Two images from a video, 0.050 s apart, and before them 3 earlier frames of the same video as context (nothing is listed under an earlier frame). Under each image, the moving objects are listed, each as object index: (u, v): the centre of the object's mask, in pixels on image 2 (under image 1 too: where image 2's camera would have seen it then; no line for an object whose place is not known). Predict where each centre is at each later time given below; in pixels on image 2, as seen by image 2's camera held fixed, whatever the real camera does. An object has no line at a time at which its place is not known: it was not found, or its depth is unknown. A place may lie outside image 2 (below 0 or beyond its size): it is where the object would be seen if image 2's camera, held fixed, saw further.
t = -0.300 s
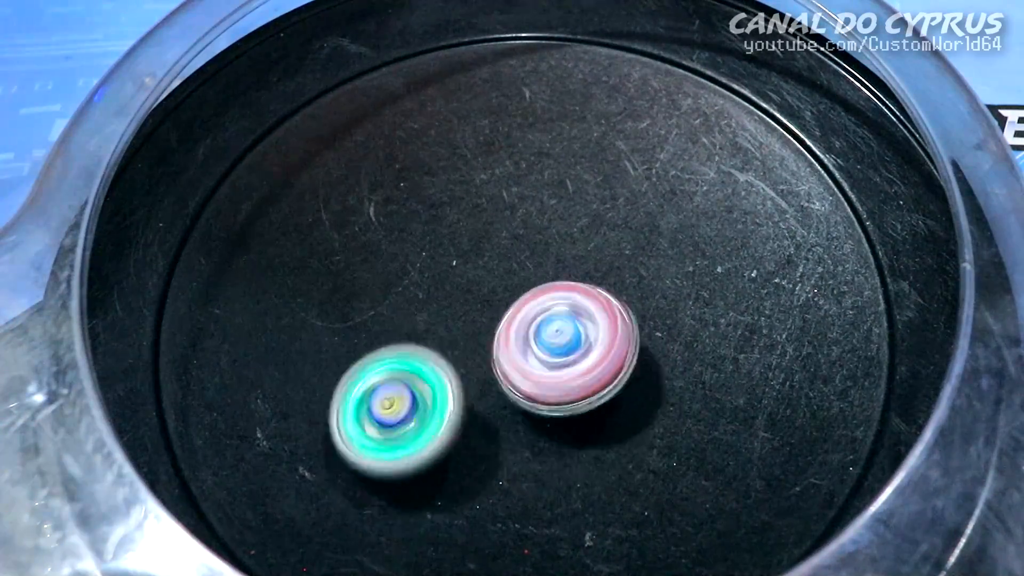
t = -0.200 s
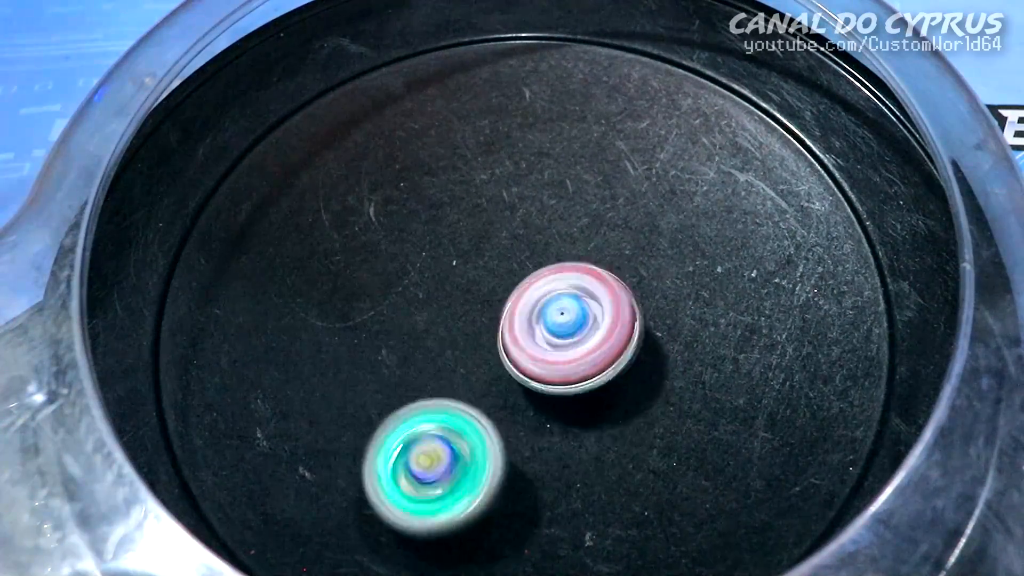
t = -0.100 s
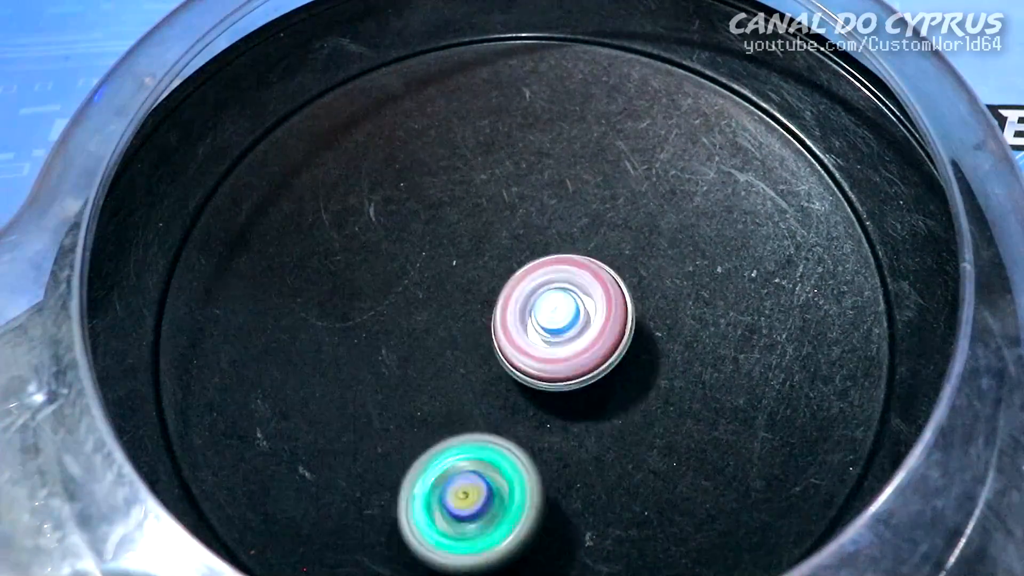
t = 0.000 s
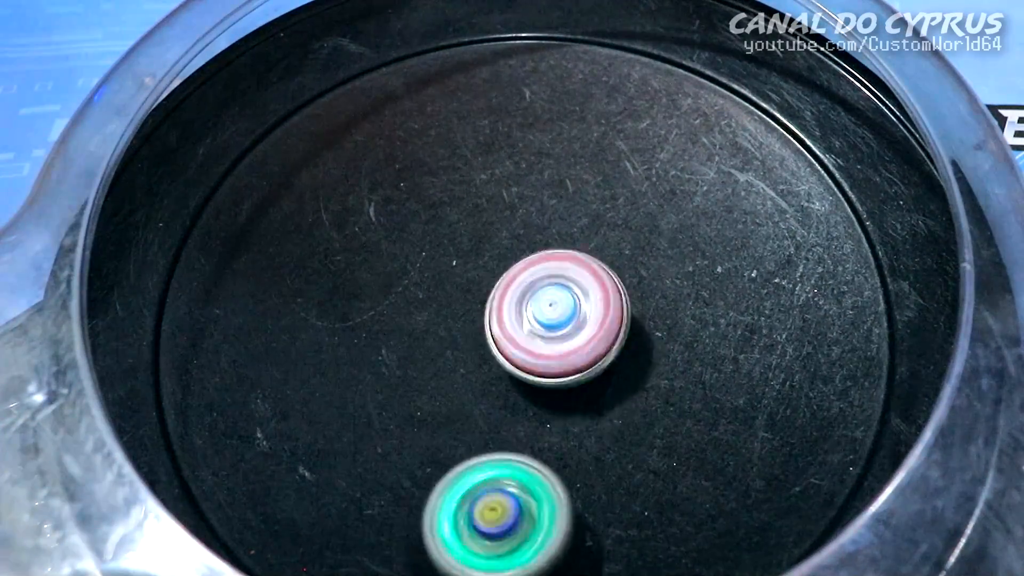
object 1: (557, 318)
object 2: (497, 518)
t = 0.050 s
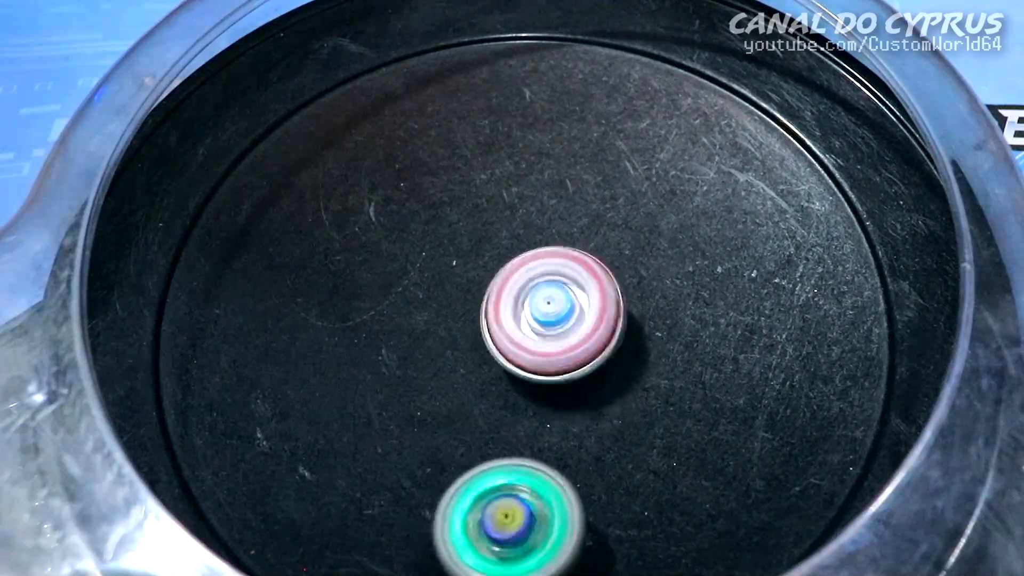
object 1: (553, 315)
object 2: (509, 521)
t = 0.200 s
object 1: (541, 307)
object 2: (528, 522)
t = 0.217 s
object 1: (538, 305)
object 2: (530, 522)
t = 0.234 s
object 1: (537, 305)
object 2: (532, 522)
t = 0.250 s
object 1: (536, 304)
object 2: (534, 521)
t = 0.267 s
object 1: (533, 304)
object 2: (536, 520)
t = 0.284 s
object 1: (532, 304)
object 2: (537, 520)
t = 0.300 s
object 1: (530, 302)
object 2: (539, 519)
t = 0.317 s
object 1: (528, 303)
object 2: (541, 518)
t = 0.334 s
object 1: (527, 303)
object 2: (543, 517)
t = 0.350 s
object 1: (524, 302)
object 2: (545, 516)
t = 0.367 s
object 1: (524, 303)
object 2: (546, 515)
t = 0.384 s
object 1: (522, 301)
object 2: (549, 513)
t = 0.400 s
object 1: (521, 302)
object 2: (550, 511)
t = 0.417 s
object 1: (520, 302)
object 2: (553, 509)
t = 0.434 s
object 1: (517, 301)
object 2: (555, 506)
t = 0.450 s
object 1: (517, 303)
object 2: (557, 503)
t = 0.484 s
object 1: (514, 302)
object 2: (562, 495)
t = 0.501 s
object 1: (514, 303)
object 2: (564, 490)
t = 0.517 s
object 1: (512, 302)
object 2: (567, 486)
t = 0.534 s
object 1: (511, 304)
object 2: (570, 480)
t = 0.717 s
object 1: (503, 310)
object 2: (601, 410)
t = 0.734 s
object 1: (501, 310)
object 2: (604, 403)
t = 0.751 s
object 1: (500, 312)
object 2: (606, 395)
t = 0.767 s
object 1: (499, 310)
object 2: (610, 388)
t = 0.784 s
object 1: (497, 309)
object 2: (615, 382)
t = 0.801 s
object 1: (495, 309)
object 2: (619, 376)
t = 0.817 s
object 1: (492, 306)
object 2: (621, 368)
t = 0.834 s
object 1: (491, 307)
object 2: (624, 361)
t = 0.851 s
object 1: (491, 307)
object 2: (627, 355)
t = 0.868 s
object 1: (490, 307)
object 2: (629, 348)
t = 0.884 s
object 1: (490, 309)
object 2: (632, 341)
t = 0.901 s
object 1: (489, 307)
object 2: (634, 335)
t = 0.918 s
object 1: (489, 309)
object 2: (636, 329)
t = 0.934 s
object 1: (490, 309)
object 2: (639, 324)
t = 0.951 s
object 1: (489, 308)
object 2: (640, 318)
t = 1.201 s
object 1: (493, 311)
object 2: (662, 254)
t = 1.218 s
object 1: (493, 312)
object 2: (663, 251)
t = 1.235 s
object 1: (495, 311)
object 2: (664, 249)
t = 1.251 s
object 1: (494, 310)
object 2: (663, 247)
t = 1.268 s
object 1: (495, 312)
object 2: (664, 245)
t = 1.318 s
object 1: (499, 313)
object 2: (664, 240)
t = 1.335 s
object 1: (498, 312)
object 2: (664, 239)
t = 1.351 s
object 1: (500, 314)
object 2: (664, 238)
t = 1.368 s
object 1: (502, 313)
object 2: (663, 237)
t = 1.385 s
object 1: (503, 313)
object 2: (663, 236)
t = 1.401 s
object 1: (506, 314)
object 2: (662, 236)
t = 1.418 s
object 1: (506, 313)
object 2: (661, 235)
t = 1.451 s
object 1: (511, 313)
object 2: (660, 234)
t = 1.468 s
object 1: (511, 313)
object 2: (659, 233)
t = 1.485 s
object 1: (514, 314)
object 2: (659, 232)
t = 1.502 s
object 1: (515, 312)
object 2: (658, 232)
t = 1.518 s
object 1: (516, 312)
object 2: (657, 232)
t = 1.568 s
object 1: (521, 311)
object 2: (653, 231)
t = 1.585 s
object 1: (522, 310)
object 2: (652, 232)
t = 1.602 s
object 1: (522, 310)
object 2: (650, 231)
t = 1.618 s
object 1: (525, 310)
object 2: (649, 231)
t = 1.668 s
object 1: (528, 308)
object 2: (644, 232)
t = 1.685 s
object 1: (528, 307)
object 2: (642, 232)
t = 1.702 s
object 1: (529, 307)
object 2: (640, 232)
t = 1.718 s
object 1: (524, 308)
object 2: (645, 229)
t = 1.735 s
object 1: (521, 311)
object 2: (649, 228)
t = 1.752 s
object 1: (520, 312)
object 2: (650, 228)
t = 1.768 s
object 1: (516, 313)
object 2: (648, 229)
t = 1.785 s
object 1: (516, 314)
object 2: (646, 228)
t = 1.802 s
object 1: (515, 313)
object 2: (645, 228)
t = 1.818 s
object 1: (514, 315)
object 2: (643, 227)
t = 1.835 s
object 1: (515, 315)
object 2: (643, 227)
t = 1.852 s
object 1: (513, 314)
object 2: (641, 227)
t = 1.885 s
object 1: (515, 313)
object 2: (638, 226)
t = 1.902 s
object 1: (514, 313)
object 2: (635, 226)
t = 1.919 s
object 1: (514, 313)
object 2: (634, 226)
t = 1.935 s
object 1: (514, 310)
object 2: (632, 226)
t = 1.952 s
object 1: (514, 311)
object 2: (630, 225)
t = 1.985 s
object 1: (512, 308)
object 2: (626, 225)
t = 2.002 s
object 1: (512, 308)
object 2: (623, 225)
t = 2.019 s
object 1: (511, 306)
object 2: (621, 225)
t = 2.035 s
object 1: (510, 306)
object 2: (617, 225)
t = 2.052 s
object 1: (510, 306)
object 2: (615, 225)
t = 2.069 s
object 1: (505, 306)
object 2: (616, 217)
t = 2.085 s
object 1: (500, 312)
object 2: (620, 207)
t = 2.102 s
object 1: (496, 316)
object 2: (626, 197)
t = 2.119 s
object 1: (492, 319)
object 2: (629, 190)
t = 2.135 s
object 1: (491, 323)
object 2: (630, 185)
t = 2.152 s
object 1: (491, 323)
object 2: (631, 180)
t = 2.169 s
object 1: (490, 325)
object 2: (629, 178)
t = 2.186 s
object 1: (490, 327)
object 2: (627, 176)
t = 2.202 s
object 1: (490, 325)
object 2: (625, 174)
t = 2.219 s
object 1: (491, 327)
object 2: (623, 172)
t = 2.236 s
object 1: (492, 327)
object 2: (621, 170)
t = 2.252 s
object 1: (491, 325)
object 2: (619, 169)
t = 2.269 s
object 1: (492, 326)
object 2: (618, 168)
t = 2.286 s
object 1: (492, 325)
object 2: (617, 167)
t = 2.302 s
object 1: (491, 324)
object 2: (615, 167)
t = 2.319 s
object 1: (491, 326)
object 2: (613, 166)
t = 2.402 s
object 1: (491, 324)
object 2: (605, 164)
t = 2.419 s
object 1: (492, 325)
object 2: (604, 164)
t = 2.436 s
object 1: (490, 323)
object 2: (602, 163)
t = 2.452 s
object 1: (490, 325)
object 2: (600, 163)
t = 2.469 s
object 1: (492, 324)
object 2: (599, 164)
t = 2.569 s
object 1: (491, 325)
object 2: (586, 165)
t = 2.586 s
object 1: (492, 326)
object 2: (584, 165)
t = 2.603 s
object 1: (493, 327)
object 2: (582, 166)
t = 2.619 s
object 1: (492, 326)
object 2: (579, 166)
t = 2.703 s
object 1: (496, 328)
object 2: (566, 171)
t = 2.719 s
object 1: (496, 328)
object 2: (563, 173)
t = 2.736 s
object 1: (498, 330)
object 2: (559, 174)
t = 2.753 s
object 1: (498, 329)
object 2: (555, 176)
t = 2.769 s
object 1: (499, 330)
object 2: (551, 178)
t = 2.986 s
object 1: (514, 327)
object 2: (481, 214)
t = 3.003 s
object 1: (516, 327)
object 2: (475, 218)
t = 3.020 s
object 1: (518, 326)
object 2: (469, 220)
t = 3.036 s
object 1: (517, 328)
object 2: (464, 221)
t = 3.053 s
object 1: (520, 330)
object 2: (458, 223)
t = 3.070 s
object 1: (520, 329)
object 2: (454, 225)
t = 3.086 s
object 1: (520, 331)
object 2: (449, 227)
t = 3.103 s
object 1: (522, 332)
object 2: (444, 230)
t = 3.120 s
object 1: (521, 330)
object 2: (440, 232)
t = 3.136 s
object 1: (522, 331)
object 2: (435, 235)
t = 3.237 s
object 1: (525, 331)
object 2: (413, 249)
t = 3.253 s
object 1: (525, 329)
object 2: (410, 251)
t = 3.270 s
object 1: (524, 329)
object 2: (407, 253)
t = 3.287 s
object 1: (525, 330)
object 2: (405, 255)
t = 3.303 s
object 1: (525, 328)
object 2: (404, 257)
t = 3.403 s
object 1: (525, 326)
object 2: (399, 269)
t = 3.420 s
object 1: (526, 326)
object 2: (399, 270)
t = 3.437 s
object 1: (526, 324)
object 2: (399, 272)
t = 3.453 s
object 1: (528, 325)
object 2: (395, 273)
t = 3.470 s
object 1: (531, 325)
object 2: (390, 273)
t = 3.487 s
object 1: (532, 322)
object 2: (389, 272)
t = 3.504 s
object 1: (533, 323)
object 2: (388, 273)
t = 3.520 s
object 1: (534, 324)
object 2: (387, 273)
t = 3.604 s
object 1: (536, 322)
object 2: (383, 279)
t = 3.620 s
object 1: (537, 321)
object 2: (382, 280)
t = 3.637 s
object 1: (535, 320)
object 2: (382, 280)
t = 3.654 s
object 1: (536, 321)
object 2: (381, 280)
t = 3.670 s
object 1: (537, 319)
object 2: (382, 281)
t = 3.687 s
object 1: (535, 319)
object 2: (382, 282)
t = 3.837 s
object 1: (534, 316)
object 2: (387, 288)
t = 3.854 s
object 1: (535, 316)
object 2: (388, 289)
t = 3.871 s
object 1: (533, 315)
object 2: (390, 290)
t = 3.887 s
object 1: (533, 316)
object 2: (391, 291)
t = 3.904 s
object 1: (534, 315)
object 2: (392, 292)
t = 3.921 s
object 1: (535, 315)
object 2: (389, 292)
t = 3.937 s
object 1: (543, 317)
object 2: (371, 289)
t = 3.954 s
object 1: (551, 317)
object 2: (358, 288)
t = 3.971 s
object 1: (555, 318)
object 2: (351, 286)
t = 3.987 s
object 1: (559, 319)
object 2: (348, 286)
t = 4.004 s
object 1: (561, 316)
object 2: (349, 286)
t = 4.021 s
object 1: (560, 316)
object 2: (349, 288)
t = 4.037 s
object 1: (562, 317)
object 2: (348, 290)
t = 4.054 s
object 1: (561, 315)
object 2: (347, 291)
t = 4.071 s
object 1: (560, 315)
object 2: (347, 292)
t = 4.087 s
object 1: (560, 316)
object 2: (347, 293)
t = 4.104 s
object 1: (559, 315)
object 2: (347, 294)
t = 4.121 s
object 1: (558, 315)
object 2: (347, 295)
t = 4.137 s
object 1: (559, 317)
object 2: (347, 296)
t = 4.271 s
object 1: (554, 319)
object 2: (350, 305)
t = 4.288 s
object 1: (555, 318)
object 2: (350, 306)
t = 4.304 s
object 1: (552, 318)
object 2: (351, 308)
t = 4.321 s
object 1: (552, 319)
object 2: (352, 309)
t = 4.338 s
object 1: (552, 319)
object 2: (353, 310)
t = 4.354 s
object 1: (550, 319)
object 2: (354, 312)
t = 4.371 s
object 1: (550, 321)
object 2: (356, 313)
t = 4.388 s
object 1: (550, 320)
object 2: (359, 315)
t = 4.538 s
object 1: (547, 323)
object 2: (391, 337)
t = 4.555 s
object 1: (547, 324)
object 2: (395, 340)
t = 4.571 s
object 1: (548, 325)
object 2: (399, 342)
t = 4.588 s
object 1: (546, 323)
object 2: (404, 345)
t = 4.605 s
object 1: (547, 325)
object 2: (408, 348)
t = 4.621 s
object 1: (548, 325)
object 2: (409, 350)
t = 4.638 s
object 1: (555, 323)
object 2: (397, 352)
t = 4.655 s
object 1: (564, 319)
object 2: (385, 360)
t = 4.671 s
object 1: (572, 316)
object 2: (377, 366)
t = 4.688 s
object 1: (578, 312)
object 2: (375, 368)
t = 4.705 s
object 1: (584, 310)
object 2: (374, 373)
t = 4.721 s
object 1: (589, 307)
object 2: (373, 376)
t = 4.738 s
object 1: (591, 304)
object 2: (372, 379)
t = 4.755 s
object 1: (593, 304)
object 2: (371, 382)
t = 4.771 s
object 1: (592, 302)
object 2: (370, 385)
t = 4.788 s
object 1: (589, 301)
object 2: (370, 388)
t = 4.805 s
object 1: (590, 302)
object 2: (370, 392)
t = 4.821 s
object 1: (589, 301)
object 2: (368, 394)
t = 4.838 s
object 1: (585, 300)
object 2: (368, 396)
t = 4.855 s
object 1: (585, 302)
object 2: (369, 399)
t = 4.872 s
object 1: (584, 302)
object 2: (369, 400)
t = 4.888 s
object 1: (581, 301)
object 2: (370, 402)
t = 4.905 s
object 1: (581, 303)
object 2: (371, 403)
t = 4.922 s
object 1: (581, 303)
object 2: (371, 405)
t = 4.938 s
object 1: (577, 303)
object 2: (372, 405)
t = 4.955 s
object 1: (577, 305)
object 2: (372, 406)
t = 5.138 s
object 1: (561, 313)
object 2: (385, 411)
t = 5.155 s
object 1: (560, 315)
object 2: (387, 411)
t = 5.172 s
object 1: (560, 315)
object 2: (390, 412)
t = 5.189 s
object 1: (558, 315)
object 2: (392, 411)
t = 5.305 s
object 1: (552, 320)
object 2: (426, 404)
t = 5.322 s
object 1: (553, 320)
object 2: (432, 402)
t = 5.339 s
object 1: (551, 318)
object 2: (436, 402)
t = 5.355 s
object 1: (559, 314)
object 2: (422, 412)
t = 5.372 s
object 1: (569, 306)
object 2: (407, 423)
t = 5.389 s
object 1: (576, 298)
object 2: (396, 431)
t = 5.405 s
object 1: (581, 294)
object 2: (388, 436)
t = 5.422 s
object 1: (586, 290)
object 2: (385, 440)
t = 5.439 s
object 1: (587, 287)
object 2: (384, 442)
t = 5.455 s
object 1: (589, 285)
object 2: (384, 444)
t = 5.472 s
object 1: (591, 285)
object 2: (386, 447)
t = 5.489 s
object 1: (590, 283)
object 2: (388, 449)
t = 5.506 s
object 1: (589, 283)
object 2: (387, 451)
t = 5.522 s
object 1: (590, 285)
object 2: (387, 452)
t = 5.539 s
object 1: (589, 284)
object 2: (389, 455)
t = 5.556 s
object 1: (588, 285)
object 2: (390, 457)
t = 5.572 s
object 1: (589, 288)
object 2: (389, 458)
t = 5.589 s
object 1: (589, 287)
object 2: (389, 457)
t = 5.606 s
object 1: (588, 288)
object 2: (391, 457)
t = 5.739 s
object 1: (588, 295)
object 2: (402, 460)
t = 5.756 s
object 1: (586, 296)
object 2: (404, 460)
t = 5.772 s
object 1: (587, 297)
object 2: (406, 460)
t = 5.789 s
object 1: (587, 298)
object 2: (408, 458)
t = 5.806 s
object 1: (584, 298)
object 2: (414, 454)
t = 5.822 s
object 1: (585, 300)
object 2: (419, 453)
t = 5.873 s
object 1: (583, 302)
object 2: (433, 446)
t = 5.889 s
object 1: (583, 303)
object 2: (437, 445)
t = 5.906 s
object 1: (580, 303)
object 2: (441, 443)
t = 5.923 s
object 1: (580, 305)
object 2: (447, 440)
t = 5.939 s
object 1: (580, 306)
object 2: (453, 438)
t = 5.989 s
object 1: (578, 308)
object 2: (470, 431)
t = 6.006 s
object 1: (576, 307)
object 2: (477, 427)
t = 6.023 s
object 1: (575, 309)
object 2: (483, 423)
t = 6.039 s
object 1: (575, 309)
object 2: (490, 420)
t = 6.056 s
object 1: (574, 308)
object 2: (497, 417)
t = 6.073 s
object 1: (573, 308)
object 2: (502, 415)
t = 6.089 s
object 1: (575, 304)
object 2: (501, 422)
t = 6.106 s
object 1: (576, 296)
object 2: (502, 429)
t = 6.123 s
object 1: (576, 291)
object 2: (503, 432)
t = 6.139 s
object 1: (575, 289)
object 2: (506, 432)
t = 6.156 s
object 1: (574, 287)
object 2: (511, 434)
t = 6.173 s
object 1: (569, 286)
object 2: (515, 436)
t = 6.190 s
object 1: (569, 288)
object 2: (518, 436)
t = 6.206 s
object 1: (568, 288)
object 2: (523, 435)
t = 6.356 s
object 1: (560, 293)
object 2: (559, 438)
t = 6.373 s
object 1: (560, 293)
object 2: (563, 438)
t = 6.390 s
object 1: (557, 293)
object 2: (565, 438)
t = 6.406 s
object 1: (557, 295)
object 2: (567, 439)
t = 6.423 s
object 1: (558, 296)
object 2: (569, 438)
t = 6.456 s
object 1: (556, 297)
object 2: (574, 438)
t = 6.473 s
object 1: (556, 299)
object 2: (575, 438)
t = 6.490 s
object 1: (555, 297)
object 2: (576, 437)
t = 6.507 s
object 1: (554, 299)
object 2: (578, 435)
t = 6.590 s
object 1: (553, 302)
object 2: (582, 432)
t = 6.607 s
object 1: (550, 302)
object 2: (584, 430)
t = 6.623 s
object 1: (550, 305)
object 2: (585, 430)
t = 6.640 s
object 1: (550, 305)
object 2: (586, 428)
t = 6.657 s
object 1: (548, 304)
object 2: (587, 427)
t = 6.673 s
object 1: (546, 302)
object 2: (591, 435)
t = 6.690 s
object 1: (544, 298)
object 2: (595, 444)
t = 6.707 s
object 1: (541, 292)
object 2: (597, 451)
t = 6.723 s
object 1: (538, 290)
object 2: (599, 454)
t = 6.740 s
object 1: (537, 290)
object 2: (599, 454)
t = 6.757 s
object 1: (537, 289)
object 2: (599, 453)
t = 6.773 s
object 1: (533, 290)
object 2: (602, 451)
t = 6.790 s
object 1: (533, 292)
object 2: (605, 451)
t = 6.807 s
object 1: (534, 293)
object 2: (606, 451)
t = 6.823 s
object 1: (531, 292)
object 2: (606, 451)
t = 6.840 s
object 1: (532, 294)
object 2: (606, 450)
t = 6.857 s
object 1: (533, 295)
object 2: (607, 449)
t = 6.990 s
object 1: (531, 299)
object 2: (612, 441)
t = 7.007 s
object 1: (532, 301)
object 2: (612, 438)
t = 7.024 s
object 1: (533, 302)
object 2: (614, 436)
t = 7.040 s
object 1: (532, 301)
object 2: (613, 433)
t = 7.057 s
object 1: (532, 303)
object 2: (611, 428)
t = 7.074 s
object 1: (534, 305)
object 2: (612, 424)
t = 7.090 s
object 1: (534, 304)
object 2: (613, 421)
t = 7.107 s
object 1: (532, 305)
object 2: (612, 417)
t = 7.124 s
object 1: (534, 306)
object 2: (610, 412)
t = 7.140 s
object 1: (534, 305)
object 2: (616, 410)
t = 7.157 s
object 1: (528, 301)
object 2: (627, 414)
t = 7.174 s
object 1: (526, 300)
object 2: (634, 416)
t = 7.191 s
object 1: (524, 299)
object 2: (639, 416)
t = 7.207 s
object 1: (522, 296)
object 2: (641, 416)
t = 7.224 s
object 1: (519, 298)
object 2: (642, 413)
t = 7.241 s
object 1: (519, 299)
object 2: (645, 408)
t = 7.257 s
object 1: (519, 299)
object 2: (649, 404)
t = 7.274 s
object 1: (515, 298)
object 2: (651, 402)
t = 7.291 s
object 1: (516, 300)
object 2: (652, 399)
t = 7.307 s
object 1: (516, 301)
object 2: (655, 395)
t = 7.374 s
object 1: (517, 301)
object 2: (662, 383)
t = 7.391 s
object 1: (515, 300)
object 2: (663, 381)
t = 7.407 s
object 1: (516, 302)
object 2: (663, 377)
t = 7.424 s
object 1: (517, 303)
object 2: (665, 373)
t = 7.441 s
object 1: (516, 300)
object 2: (667, 370)
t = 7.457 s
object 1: (516, 301)
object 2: (666, 367)
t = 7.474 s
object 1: (517, 303)
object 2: (665, 363)
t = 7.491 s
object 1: (518, 301)
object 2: (666, 359)
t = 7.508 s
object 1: (516, 301)
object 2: (666, 357)
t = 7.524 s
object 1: (517, 303)
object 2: (664, 353)
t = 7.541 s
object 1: (518, 304)
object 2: (663, 349)
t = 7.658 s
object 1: (518, 305)
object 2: (656, 327)
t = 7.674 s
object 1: (518, 303)
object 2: (657, 324)
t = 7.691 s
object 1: (518, 304)
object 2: (656, 321)
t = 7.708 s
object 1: (518, 306)
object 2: (657, 316)
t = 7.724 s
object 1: (515, 304)
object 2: (665, 312)
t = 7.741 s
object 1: (511, 303)
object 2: (673, 307)
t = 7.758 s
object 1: (509, 303)
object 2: (677, 302)
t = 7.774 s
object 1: (509, 304)
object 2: (678, 298)
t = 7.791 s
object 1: (507, 303)
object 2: (680, 295)
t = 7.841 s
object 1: (509, 307)
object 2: (682, 285)
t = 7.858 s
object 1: (507, 305)
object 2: (684, 282)
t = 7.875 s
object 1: (508, 307)
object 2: (685, 282)
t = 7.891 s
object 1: (509, 308)
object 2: (685, 280)
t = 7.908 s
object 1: (510, 306)
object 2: (685, 277)
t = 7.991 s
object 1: (509, 306)
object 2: (685, 269)
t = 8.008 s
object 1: (511, 308)
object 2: (685, 268)
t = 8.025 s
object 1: (511, 306)
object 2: (685, 267)
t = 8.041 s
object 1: (510, 305)
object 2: (684, 266)
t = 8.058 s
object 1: (510, 307)
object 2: (682, 265)
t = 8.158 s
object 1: (511, 304)
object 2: (671, 259)
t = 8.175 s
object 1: (512, 305)
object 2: (669, 258)
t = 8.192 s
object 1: (513, 306)
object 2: (665, 258)
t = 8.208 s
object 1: (513, 303)
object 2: (661, 257)
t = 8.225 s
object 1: (511, 304)
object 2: (659, 256)
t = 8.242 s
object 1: (513, 305)
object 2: (655, 255)
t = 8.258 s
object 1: (514, 304)
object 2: (651, 255)
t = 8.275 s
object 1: (512, 302)
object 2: (647, 254)
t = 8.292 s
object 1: (513, 303)
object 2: (644, 253)
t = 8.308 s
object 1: (510, 306)
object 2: (644, 250)
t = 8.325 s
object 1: (499, 310)
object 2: (661, 239)
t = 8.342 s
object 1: (488, 316)
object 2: (676, 231)
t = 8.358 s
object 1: (482, 319)
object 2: (687, 225)
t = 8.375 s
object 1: (477, 323)
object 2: (693, 220)
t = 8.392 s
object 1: (473, 324)
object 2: (697, 217)
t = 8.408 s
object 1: (472, 328)
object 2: (698, 214)
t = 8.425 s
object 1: (473, 328)
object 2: (696, 209)
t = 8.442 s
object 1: (475, 328)
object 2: (695, 205)
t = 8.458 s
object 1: (474, 327)
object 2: (694, 201)
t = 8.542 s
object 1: (477, 324)
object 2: (693, 192)
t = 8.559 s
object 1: (477, 324)
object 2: (693, 191)
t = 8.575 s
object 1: (478, 321)
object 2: (692, 189)
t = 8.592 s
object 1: (477, 321)
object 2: (691, 189)
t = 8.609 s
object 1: (477, 322)
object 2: (690, 189)
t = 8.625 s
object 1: (478, 322)
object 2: (688, 188)
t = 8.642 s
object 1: (478, 318)
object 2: (686, 187)
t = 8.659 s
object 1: (477, 319)
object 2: (685, 186)
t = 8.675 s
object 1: (478, 320)
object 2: (683, 186)
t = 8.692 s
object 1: (480, 320)
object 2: (680, 187)
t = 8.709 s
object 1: (479, 317)
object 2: (676, 188)
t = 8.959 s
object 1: (491, 315)
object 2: (595, 209)
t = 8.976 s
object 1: (490, 314)
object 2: (587, 210)
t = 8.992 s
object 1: (491, 316)
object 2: (578, 212)
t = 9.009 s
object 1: (494, 315)
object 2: (571, 214)
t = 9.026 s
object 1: (493, 313)
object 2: (563, 215)
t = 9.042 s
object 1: (490, 319)
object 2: (559, 210)
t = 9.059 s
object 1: (486, 326)
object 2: (558, 202)
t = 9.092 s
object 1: (479, 336)
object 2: (552, 193)
